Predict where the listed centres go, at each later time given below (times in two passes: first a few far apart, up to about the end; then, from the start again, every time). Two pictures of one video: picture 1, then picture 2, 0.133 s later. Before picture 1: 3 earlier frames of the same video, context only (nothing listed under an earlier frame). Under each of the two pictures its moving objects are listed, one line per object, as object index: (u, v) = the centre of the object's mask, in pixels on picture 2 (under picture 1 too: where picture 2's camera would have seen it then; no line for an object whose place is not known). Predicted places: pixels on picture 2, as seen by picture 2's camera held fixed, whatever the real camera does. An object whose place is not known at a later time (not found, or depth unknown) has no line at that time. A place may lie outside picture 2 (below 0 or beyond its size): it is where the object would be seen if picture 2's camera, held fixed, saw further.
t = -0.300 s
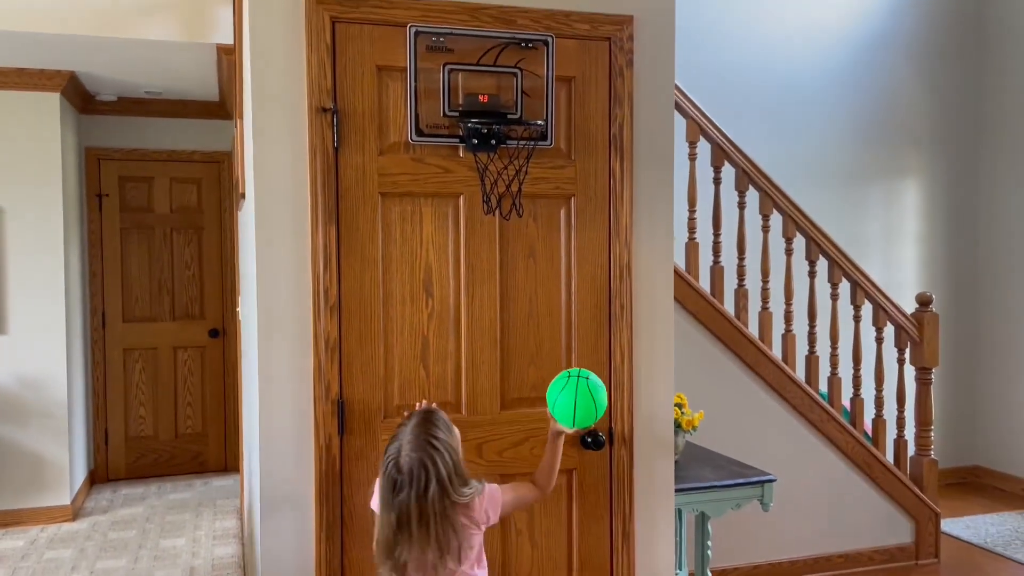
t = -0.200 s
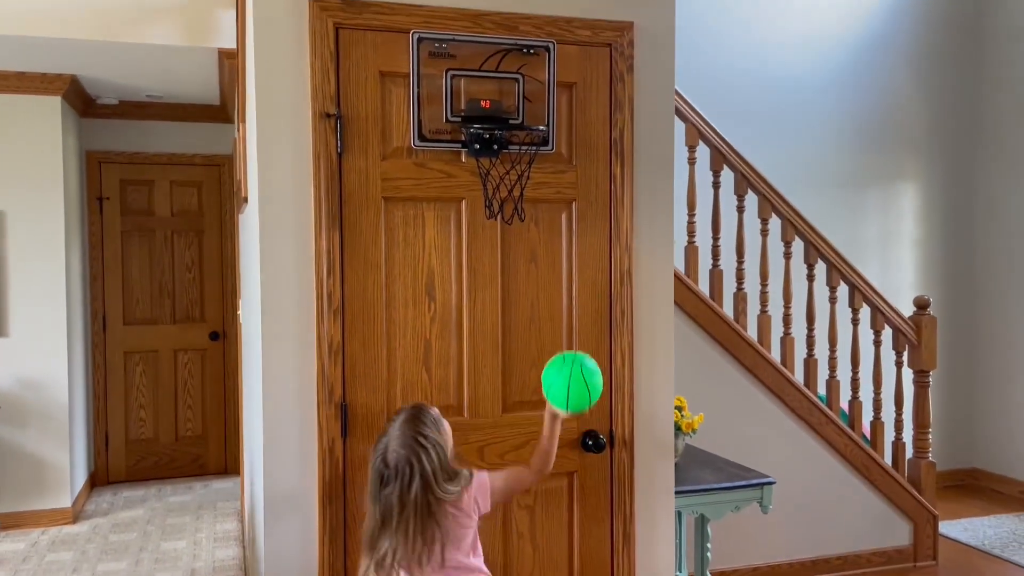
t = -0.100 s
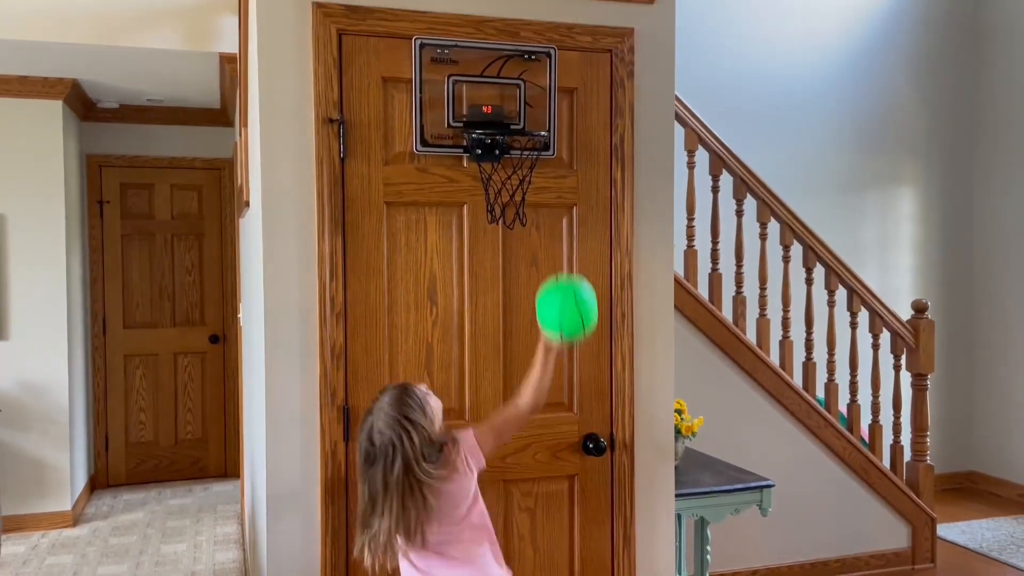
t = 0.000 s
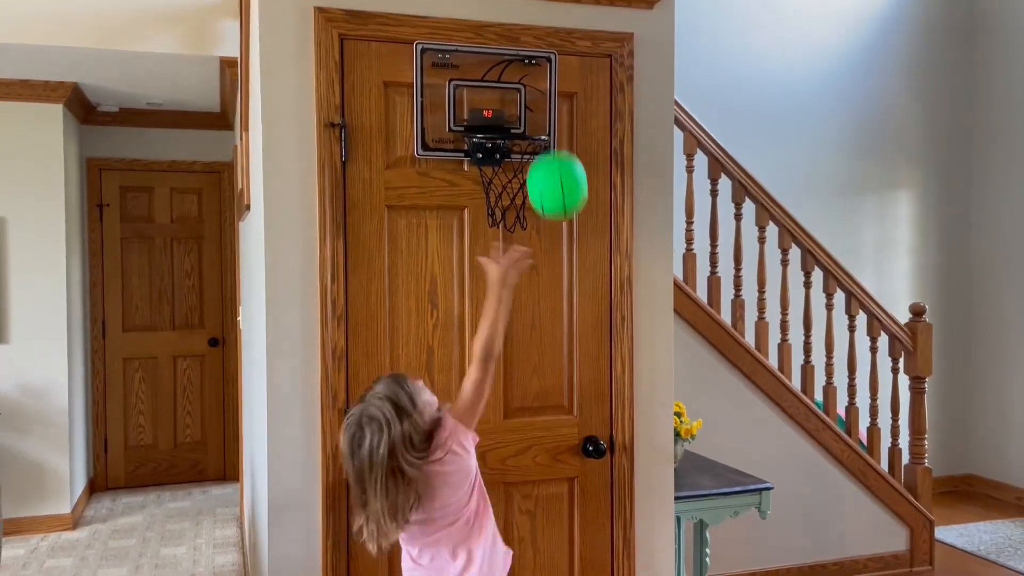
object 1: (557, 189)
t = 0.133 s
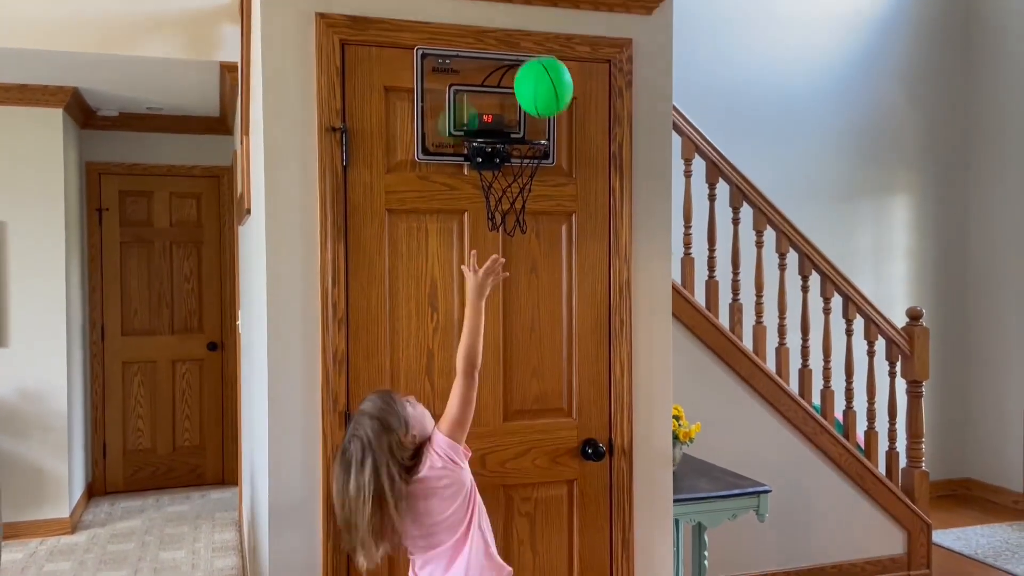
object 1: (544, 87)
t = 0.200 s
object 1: (537, 65)
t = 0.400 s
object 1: (520, 110)
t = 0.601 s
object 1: (505, 163)
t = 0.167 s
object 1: (540, 74)
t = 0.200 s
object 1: (537, 65)
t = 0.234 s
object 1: (534, 62)
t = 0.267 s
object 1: (531, 62)
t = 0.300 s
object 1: (528, 67)
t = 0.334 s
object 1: (525, 77)
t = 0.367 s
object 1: (522, 91)
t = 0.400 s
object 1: (520, 110)
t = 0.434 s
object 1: (518, 121)
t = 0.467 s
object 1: (515, 125)
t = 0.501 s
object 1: (513, 131)
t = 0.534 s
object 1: (510, 137)
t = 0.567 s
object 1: (508, 148)
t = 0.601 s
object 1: (505, 163)
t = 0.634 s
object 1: (502, 172)
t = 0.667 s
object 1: (500, 178)
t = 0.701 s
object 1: (497, 185)
